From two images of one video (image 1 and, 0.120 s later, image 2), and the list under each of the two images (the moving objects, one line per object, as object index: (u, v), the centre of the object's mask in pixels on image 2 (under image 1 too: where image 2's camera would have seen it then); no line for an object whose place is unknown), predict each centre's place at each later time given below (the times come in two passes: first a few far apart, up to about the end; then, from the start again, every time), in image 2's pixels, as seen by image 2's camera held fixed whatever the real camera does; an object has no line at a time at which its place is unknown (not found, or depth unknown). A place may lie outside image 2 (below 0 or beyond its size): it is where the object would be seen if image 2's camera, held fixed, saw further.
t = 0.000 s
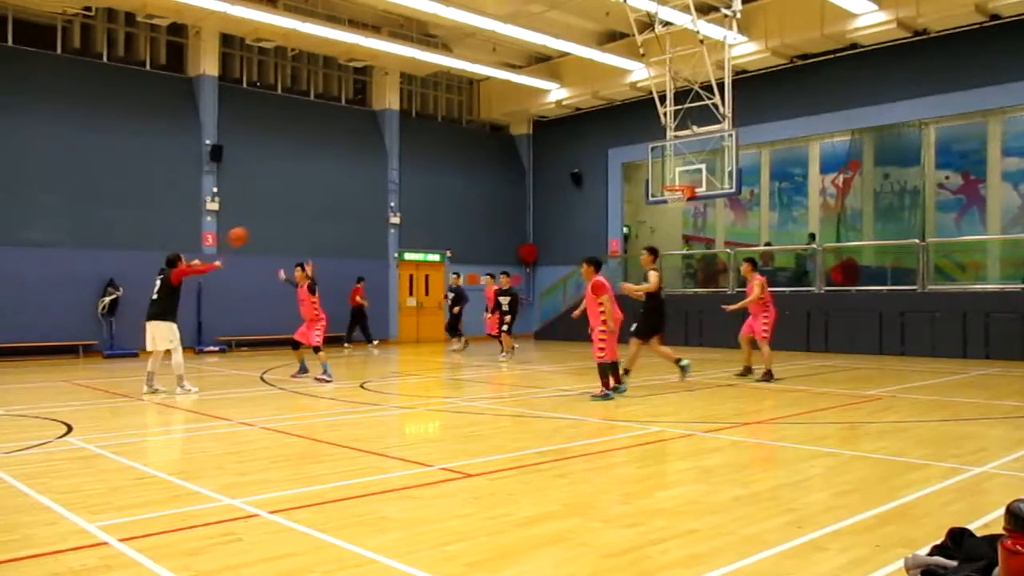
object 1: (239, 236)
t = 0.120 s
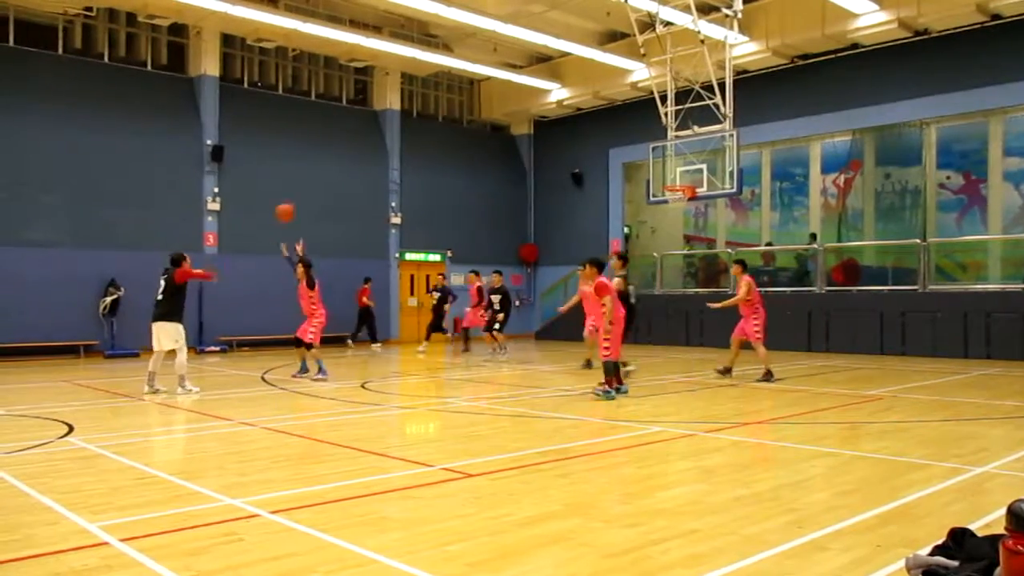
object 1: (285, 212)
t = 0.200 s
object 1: (312, 201)
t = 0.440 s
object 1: (387, 200)
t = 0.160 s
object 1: (299, 207)
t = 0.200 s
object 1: (312, 201)
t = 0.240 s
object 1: (326, 199)
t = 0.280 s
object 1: (338, 196)
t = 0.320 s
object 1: (351, 196)
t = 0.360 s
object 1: (363, 197)
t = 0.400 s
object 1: (375, 198)
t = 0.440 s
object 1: (387, 200)
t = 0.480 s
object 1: (397, 203)
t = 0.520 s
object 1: (409, 207)
